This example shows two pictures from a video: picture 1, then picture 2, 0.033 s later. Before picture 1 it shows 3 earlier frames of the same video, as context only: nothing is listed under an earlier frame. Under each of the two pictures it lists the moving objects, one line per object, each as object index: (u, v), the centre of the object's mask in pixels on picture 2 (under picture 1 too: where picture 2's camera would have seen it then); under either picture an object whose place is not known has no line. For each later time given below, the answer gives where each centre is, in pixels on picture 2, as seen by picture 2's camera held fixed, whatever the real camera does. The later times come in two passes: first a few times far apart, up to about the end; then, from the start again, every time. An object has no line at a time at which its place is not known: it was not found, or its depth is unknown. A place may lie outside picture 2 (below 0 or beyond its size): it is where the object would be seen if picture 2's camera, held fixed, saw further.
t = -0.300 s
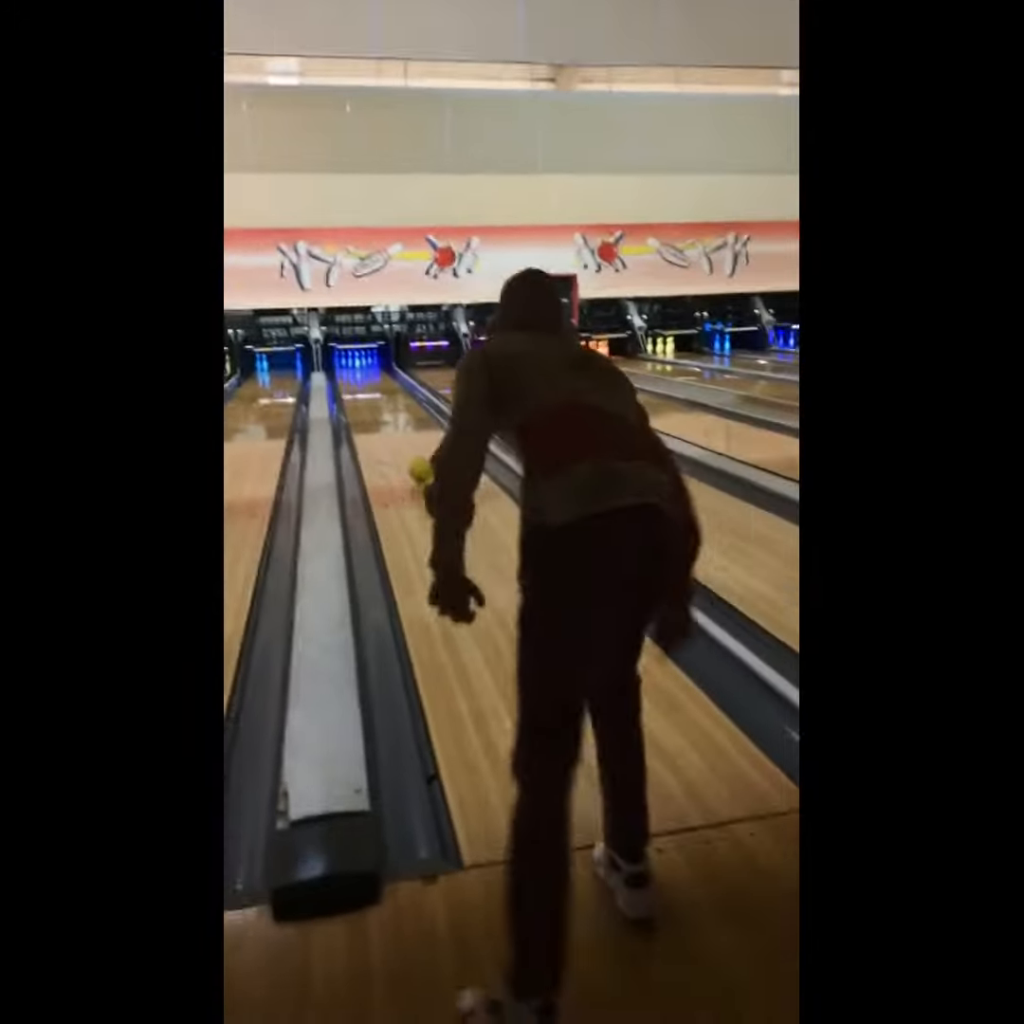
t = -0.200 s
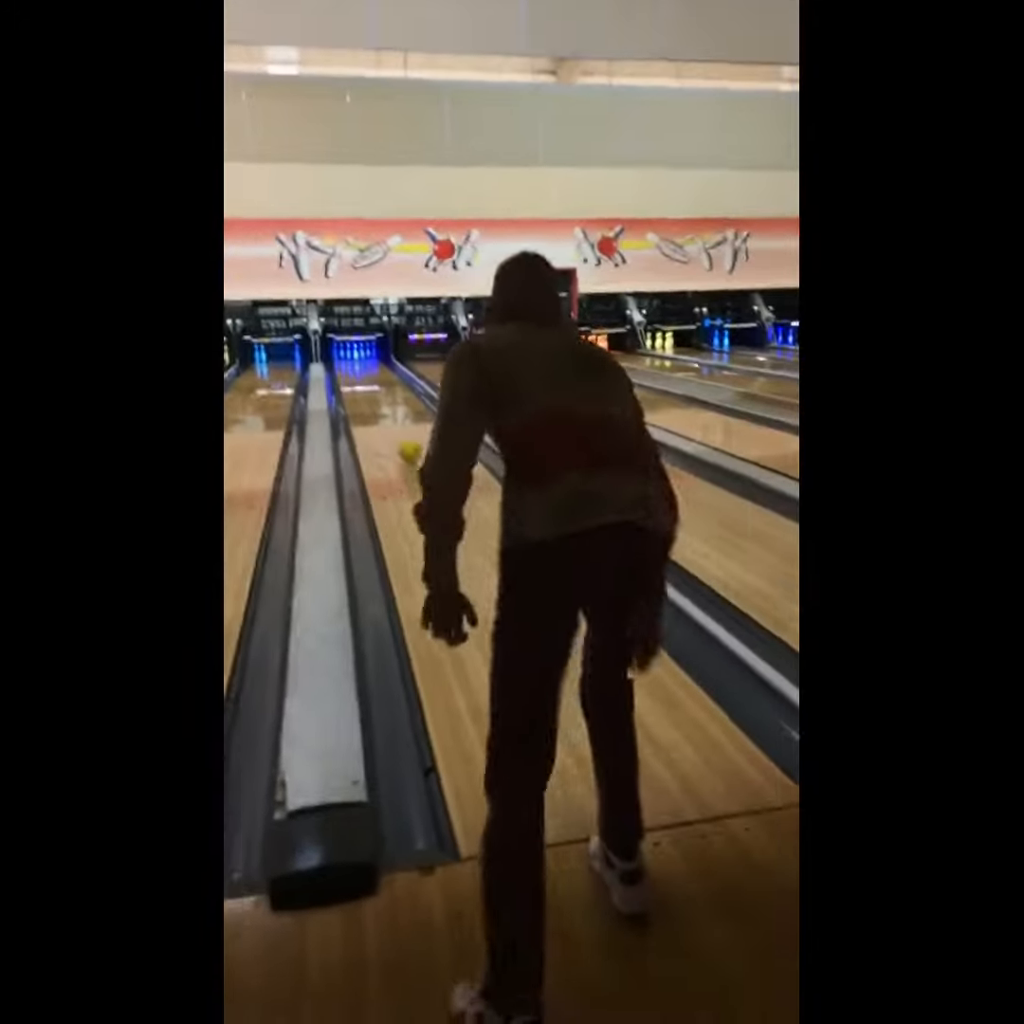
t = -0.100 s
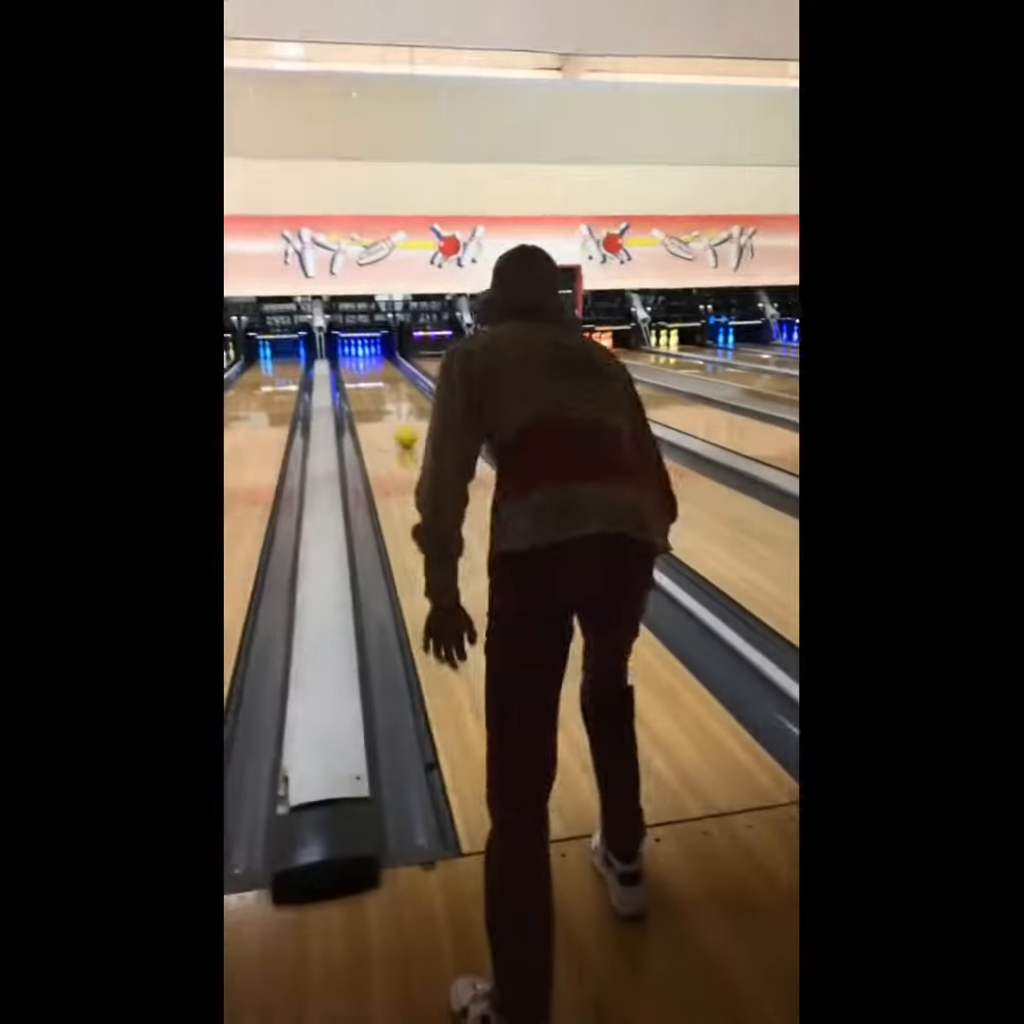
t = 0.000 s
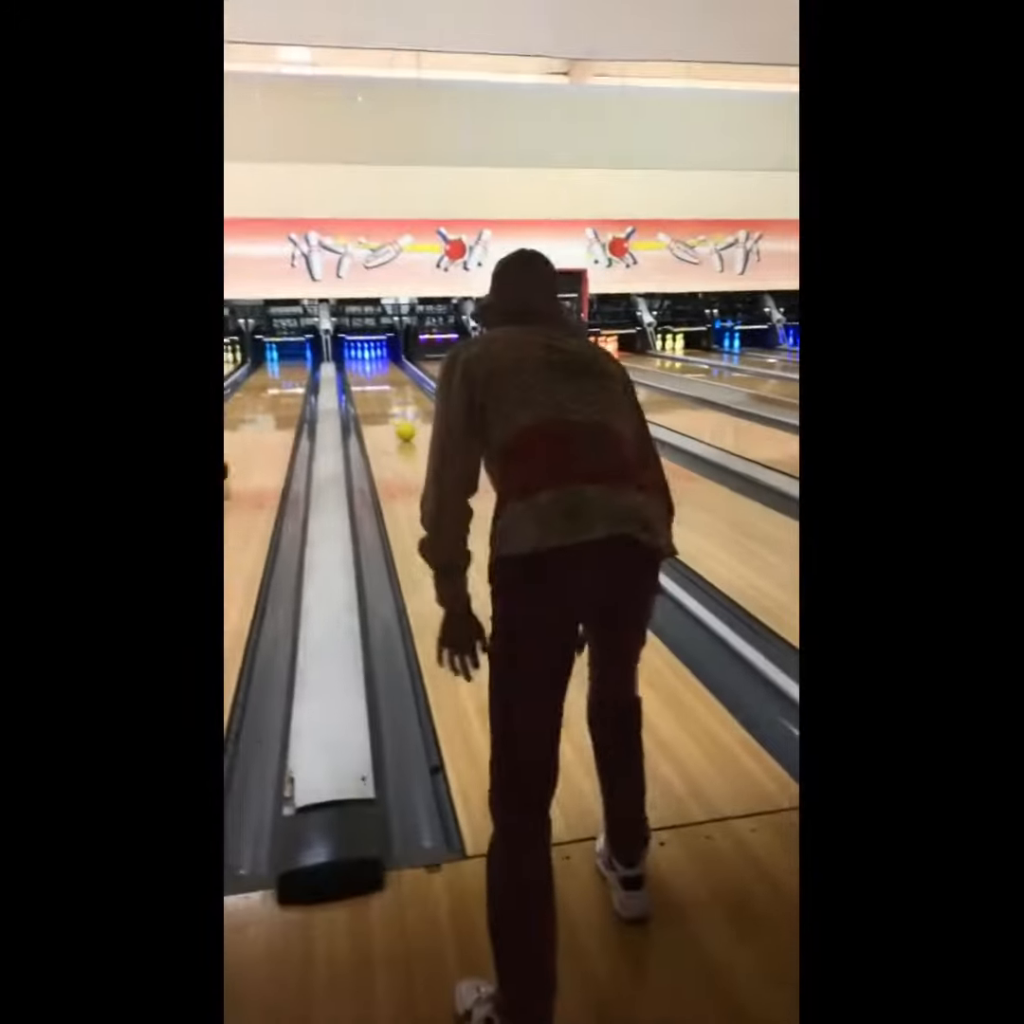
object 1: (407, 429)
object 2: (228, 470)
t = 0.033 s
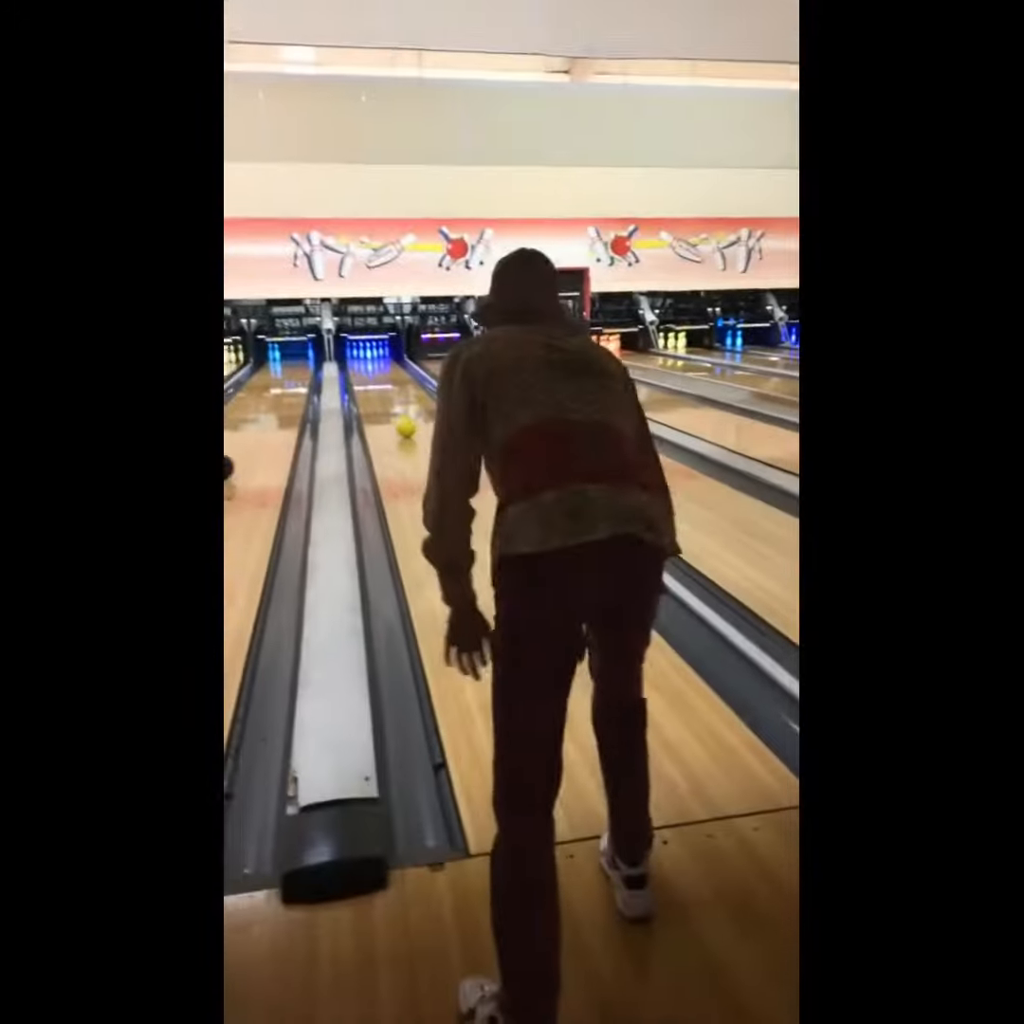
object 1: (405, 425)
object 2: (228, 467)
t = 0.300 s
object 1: (393, 411)
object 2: (239, 444)
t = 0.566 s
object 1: (383, 397)
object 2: (253, 427)
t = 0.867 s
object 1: (376, 387)
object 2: (265, 412)
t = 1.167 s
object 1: (369, 379)
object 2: (274, 401)
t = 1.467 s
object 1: (366, 372)
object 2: (282, 391)
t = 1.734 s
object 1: (364, 368)
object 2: (288, 384)
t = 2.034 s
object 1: (361, 364)
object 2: (294, 377)
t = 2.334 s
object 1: (359, 360)
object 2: (299, 371)
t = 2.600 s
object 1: (357, 356)
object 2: (303, 367)
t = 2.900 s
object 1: (350, 355)
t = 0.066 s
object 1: (402, 424)
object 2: (227, 464)
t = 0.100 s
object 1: (401, 423)
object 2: (227, 460)
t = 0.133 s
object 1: (400, 421)
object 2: (228, 457)
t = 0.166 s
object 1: (398, 417)
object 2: (230, 454)
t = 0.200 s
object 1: (397, 415)
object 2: (233, 451)
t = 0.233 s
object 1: (396, 415)
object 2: (235, 449)
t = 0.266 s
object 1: (394, 412)
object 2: (237, 446)
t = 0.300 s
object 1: (393, 411)
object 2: (239, 444)
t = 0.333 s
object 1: (392, 409)
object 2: (241, 441)
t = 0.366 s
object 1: (390, 407)
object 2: (244, 439)
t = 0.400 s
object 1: (388, 406)
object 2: (245, 437)
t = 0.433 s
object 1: (387, 405)
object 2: (247, 435)
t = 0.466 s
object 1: (386, 402)
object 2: (249, 433)
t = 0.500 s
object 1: (384, 399)
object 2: (250, 431)
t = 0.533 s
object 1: (383, 398)
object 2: (252, 428)
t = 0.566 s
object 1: (383, 397)
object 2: (253, 427)
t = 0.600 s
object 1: (382, 396)
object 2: (254, 425)
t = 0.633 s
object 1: (382, 395)
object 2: (256, 423)
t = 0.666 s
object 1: (381, 394)
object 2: (257, 421)
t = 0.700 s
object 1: (380, 393)
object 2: (259, 419)
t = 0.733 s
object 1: (379, 392)
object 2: (260, 418)
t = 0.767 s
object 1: (378, 390)
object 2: (261, 417)
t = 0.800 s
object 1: (377, 389)
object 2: (262, 415)
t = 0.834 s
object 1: (376, 388)
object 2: (264, 414)
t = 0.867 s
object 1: (376, 387)
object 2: (265, 412)
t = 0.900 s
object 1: (375, 386)
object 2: (266, 411)
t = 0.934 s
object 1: (374, 385)
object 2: (267, 409)
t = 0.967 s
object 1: (373, 384)
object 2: (268, 408)
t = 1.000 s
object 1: (373, 382)
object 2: (269, 407)
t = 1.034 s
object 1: (372, 382)
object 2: (270, 405)
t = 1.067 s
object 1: (371, 381)
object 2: (271, 404)
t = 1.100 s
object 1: (370, 380)
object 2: (272, 403)
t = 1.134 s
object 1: (369, 379)
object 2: (273, 402)
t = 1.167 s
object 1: (369, 379)
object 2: (274, 401)
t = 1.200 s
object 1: (369, 378)
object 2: (275, 399)
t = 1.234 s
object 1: (369, 377)
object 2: (276, 398)
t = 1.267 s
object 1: (369, 377)
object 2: (277, 397)
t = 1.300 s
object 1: (369, 376)
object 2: (278, 396)
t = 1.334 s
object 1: (368, 376)
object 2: (279, 395)
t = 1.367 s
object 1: (367, 375)
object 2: (280, 394)
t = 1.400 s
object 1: (366, 374)
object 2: (281, 393)
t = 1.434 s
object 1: (366, 373)
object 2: (281, 392)
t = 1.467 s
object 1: (366, 372)
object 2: (282, 391)
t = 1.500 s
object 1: (365, 372)
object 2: (283, 390)
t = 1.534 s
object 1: (365, 372)
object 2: (284, 389)
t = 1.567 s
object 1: (364, 370)
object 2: (285, 388)
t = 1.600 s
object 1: (364, 370)
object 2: (286, 387)
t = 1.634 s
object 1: (364, 369)
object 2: (286, 386)
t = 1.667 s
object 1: (364, 369)
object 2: (287, 385)
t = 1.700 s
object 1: (364, 369)
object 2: (288, 385)
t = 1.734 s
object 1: (364, 368)
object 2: (288, 384)
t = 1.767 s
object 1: (364, 368)
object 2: (288, 383)
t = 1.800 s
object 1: (363, 368)
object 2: (289, 382)
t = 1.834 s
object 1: (362, 367)
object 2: (290, 381)
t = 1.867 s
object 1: (362, 367)
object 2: (292, 381)
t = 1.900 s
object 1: (362, 367)
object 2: (292, 380)
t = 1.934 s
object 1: (362, 366)
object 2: (293, 380)
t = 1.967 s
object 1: (362, 365)
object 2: (293, 379)
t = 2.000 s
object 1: (361, 365)
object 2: (293, 378)
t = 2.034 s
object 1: (361, 364)
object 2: (294, 377)
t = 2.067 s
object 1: (361, 363)
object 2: (295, 376)
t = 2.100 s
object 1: (361, 362)
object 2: (295, 376)
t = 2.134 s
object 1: (361, 362)
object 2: (296, 375)
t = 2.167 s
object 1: (361, 362)
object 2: (296, 375)
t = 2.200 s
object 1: (361, 362)
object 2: (297, 374)
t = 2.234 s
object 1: (360, 362)
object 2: (297, 374)
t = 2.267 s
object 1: (360, 362)
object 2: (298, 373)
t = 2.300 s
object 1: (360, 361)
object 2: (298, 373)
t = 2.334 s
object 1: (359, 360)
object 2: (299, 371)
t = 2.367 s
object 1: (359, 360)
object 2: (299, 370)
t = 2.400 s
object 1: (359, 360)
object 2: (299, 370)
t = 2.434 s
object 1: (359, 360)
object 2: (300, 369)
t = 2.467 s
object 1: (359, 360)
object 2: (301, 369)
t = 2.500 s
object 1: (358, 359)
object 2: (301, 369)
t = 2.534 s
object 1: (358, 359)
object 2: (301, 368)
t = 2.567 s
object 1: (357, 358)
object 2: (302, 368)
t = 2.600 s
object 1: (357, 356)
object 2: (303, 367)
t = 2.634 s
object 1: (357, 356)
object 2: (303, 367)
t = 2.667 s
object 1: (357, 356)
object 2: (303, 366)
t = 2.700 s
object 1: (357, 356)
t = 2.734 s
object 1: (356, 355)
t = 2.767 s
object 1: (356, 355)
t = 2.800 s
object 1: (355, 355)
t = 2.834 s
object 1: (354, 354)
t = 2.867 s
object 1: (353, 354)
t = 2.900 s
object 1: (350, 355)
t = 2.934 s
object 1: (349, 354)
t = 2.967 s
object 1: (347, 354)
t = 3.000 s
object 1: (345, 354)
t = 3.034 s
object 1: (344, 354)
